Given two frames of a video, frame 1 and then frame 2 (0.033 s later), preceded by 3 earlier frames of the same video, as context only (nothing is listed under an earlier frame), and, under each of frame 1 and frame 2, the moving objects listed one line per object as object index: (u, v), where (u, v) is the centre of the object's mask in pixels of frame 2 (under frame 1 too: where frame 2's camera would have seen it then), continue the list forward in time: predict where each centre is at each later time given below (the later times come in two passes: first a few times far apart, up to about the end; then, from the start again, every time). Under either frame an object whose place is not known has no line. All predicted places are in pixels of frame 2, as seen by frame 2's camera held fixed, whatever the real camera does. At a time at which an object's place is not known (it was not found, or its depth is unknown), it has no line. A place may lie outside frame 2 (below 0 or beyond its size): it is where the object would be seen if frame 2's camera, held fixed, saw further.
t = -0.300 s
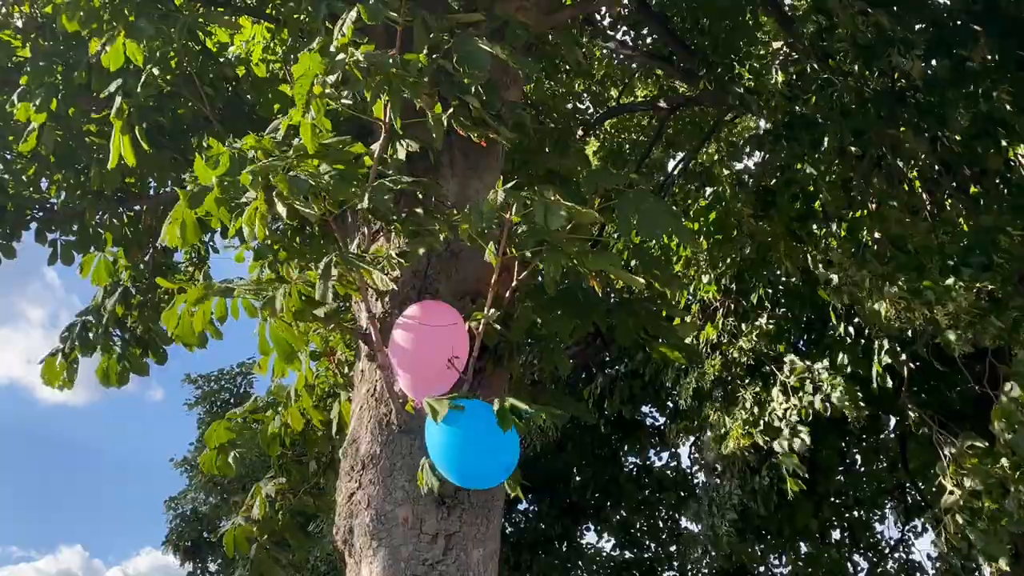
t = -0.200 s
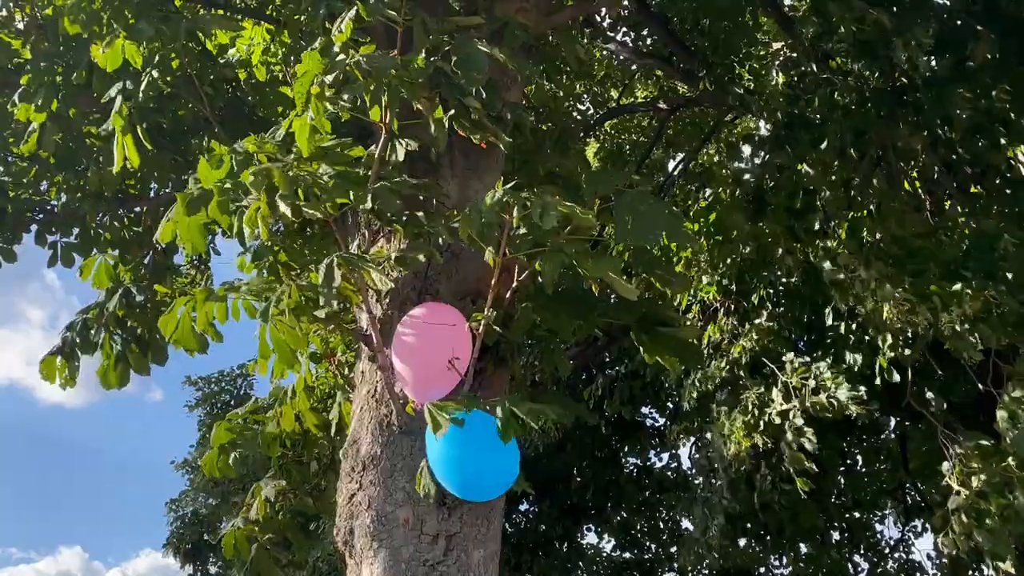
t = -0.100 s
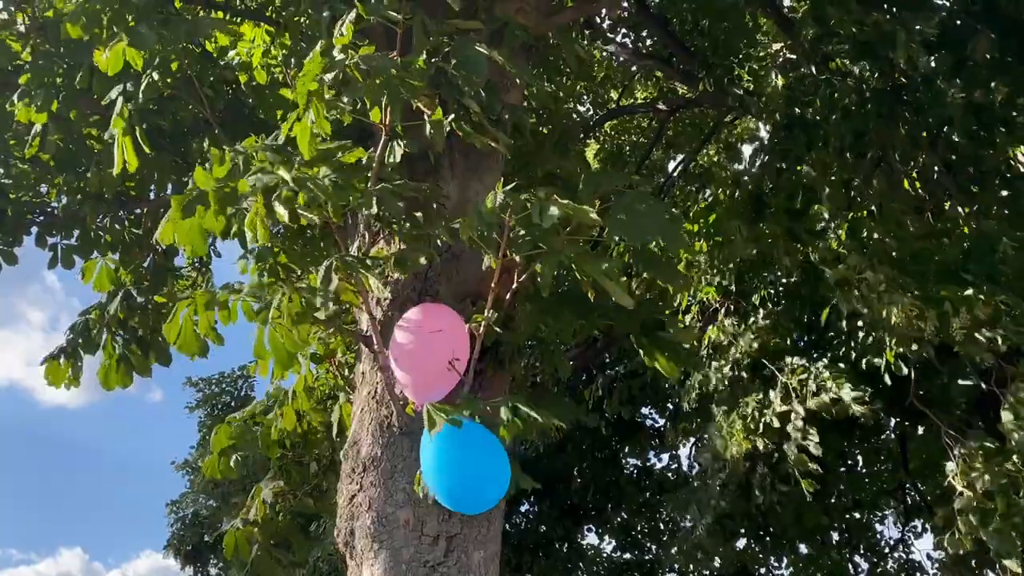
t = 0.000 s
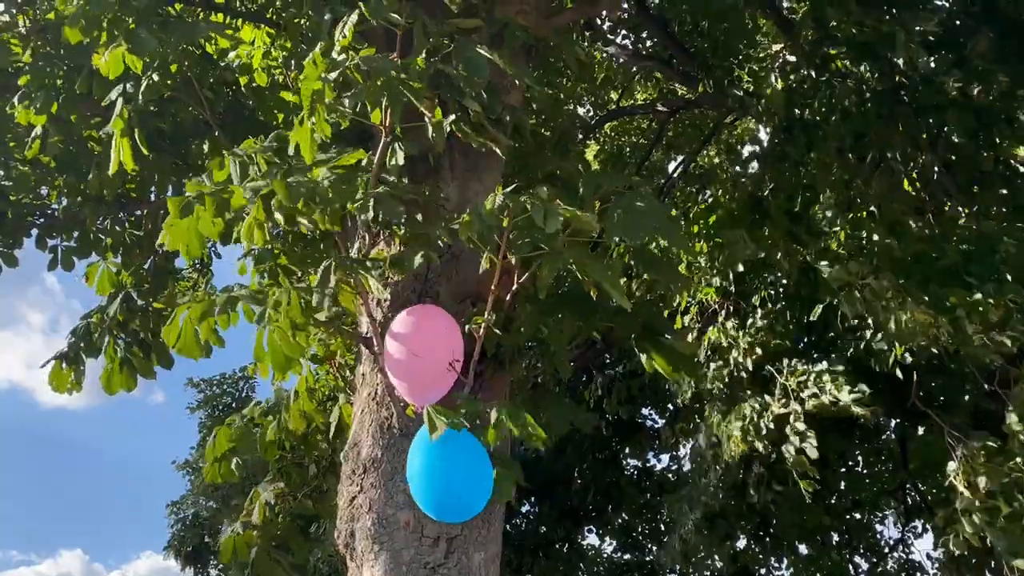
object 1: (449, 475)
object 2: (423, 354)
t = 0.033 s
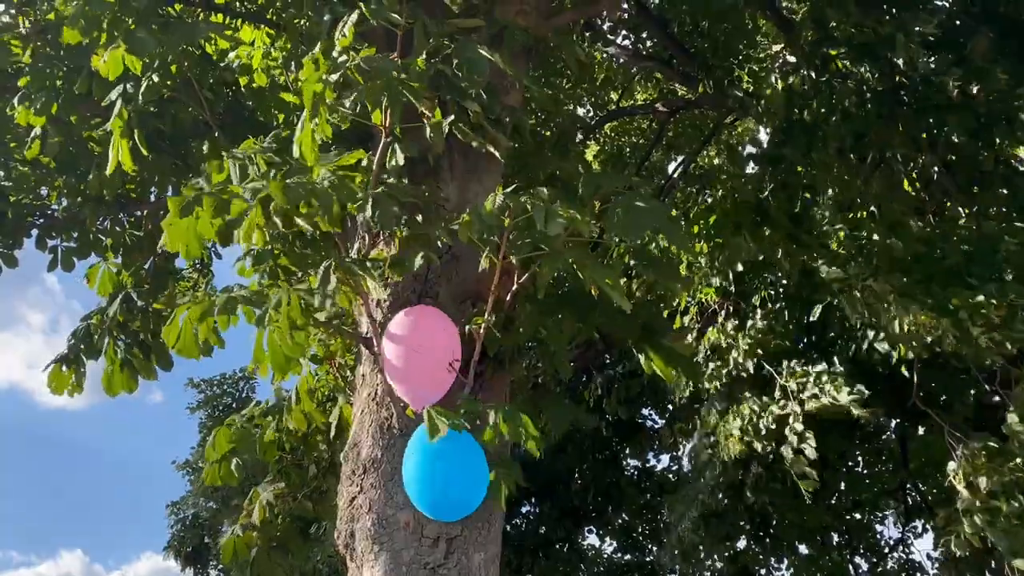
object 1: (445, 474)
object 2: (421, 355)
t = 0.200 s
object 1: (442, 457)
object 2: (413, 357)
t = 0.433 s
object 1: (467, 473)
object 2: (414, 356)
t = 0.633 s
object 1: (452, 466)
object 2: (425, 354)
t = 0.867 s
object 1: (462, 453)
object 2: (426, 353)
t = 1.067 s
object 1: (465, 471)
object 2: (426, 354)
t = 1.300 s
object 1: (444, 460)
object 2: (419, 354)
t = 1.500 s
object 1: (458, 457)
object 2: (421, 354)
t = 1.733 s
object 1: (445, 479)
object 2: (437, 356)
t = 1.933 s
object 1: (437, 444)
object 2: (431, 351)
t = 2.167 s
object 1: (467, 473)
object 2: (430, 354)
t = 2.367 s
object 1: (450, 469)
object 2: (429, 353)
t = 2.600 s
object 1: (473, 451)
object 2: (428, 353)
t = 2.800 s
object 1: (468, 465)
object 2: (430, 353)
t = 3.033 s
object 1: (472, 456)
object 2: (434, 354)
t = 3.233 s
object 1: (471, 460)
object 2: (437, 355)
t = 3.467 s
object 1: (472, 456)
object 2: (437, 355)
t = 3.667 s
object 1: (472, 459)
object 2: (438, 355)
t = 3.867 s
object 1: (472, 459)
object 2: (438, 355)
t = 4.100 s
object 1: (472, 460)
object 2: (439, 355)
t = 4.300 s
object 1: (472, 459)
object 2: (439, 355)
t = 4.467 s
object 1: (471, 459)
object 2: (439, 355)
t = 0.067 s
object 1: (442, 471)
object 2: (419, 355)
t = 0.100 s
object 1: (440, 467)
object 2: (417, 355)
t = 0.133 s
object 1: (440, 463)
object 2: (415, 356)
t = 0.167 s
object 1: (440, 459)
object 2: (413, 357)
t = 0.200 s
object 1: (442, 457)
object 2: (413, 357)
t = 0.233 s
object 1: (444, 457)
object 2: (413, 357)
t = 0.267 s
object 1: (447, 459)
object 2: (413, 357)
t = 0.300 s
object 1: (450, 463)
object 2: (414, 357)
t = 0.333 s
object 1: (455, 467)
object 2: (414, 357)
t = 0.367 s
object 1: (460, 470)
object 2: (415, 357)
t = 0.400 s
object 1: (465, 472)
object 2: (414, 356)
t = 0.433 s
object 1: (467, 473)
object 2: (414, 356)
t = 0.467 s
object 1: (466, 475)
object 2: (415, 357)
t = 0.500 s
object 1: (461, 475)
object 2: (417, 356)
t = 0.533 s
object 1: (457, 473)
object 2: (419, 354)
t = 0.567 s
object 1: (454, 472)
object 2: (421, 354)
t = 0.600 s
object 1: (453, 470)
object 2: (423, 355)
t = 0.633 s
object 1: (452, 466)
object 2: (425, 354)
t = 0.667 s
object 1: (451, 461)
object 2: (427, 353)
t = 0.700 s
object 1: (452, 456)
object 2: (428, 353)
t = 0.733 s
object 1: (452, 451)
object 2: (428, 353)
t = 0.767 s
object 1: (454, 448)
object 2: (427, 352)
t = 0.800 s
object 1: (455, 447)
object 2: (427, 352)
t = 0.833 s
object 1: (457, 449)
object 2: (426, 352)
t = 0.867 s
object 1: (462, 453)
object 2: (426, 353)
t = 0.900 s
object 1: (466, 458)
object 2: (426, 354)
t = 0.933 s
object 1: (472, 461)
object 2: (426, 354)
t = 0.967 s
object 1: (476, 464)
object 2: (427, 354)
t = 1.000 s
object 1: (477, 467)
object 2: (426, 354)
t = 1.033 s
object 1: (472, 470)
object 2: (426, 354)
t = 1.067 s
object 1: (465, 471)
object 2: (426, 354)
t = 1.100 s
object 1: (459, 472)
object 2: (426, 353)
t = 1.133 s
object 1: (453, 473)
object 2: (426, 354)
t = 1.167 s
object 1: (448, 474)
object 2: (425, 354)
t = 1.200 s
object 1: (444, 473)
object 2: (424, 353)
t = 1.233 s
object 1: (443, 471)
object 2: (423, 354)
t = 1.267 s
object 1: (443, 467)
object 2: (421, 354)
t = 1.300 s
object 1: (444, 460)
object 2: (419, 354)
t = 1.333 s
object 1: (446, 454)
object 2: (417, 355)
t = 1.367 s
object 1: (449, 450)
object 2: (415, 355)
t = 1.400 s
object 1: (451, 449)
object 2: (415, 355)
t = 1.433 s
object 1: (453, 450)
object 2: (416, 355)
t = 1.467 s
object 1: (455, 452)
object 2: (418, 354)
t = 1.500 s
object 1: (458, 457)
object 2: (421, 354)
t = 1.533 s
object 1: (461, 462)
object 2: (425, 353)
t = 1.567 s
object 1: (465, 468)
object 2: (428, 354)
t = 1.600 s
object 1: (467, 472)
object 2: (432, 354)
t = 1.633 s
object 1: (466, 477)
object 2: (435, 355)
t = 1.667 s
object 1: (459, 480)
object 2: (436, 356)
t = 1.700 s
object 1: (451, 480)
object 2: (437, 356)
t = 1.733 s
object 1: (445, 479)
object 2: (437, 356)
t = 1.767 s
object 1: (440, 477)
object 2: (437, 356)
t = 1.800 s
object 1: (435, 473)
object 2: (435, 356)
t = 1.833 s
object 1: (433, 467)
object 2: (435, 355)
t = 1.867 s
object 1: (433, 458)
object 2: (433, 354)
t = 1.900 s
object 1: (434, 450)
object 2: (432, 353)
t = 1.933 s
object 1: (437, 444)
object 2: (431, 351)
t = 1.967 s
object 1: (439, 441)
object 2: (431, 351)
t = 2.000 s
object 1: (443, 442)
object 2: (431, 351)
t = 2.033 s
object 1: (447, 447)
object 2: (432, 353)
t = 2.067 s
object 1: (452, 453)
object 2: (432, 354)
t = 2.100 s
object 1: (458, 462)
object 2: (431, 354)
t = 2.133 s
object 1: (463, 469)
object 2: (431, 355)
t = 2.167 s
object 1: (467, 473)
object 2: (430, 354)
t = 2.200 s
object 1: (468, 478)
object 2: (429, 355)
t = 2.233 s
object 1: (462, 480)
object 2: (428, 355)
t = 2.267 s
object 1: (454, 479)
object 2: (428, 354)
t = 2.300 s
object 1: (450, 476)
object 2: (428, 353)
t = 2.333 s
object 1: (449, 474)
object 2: (428, 353)
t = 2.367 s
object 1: (450, 469)
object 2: (429, 353)
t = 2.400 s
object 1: (454, 463)
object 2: (430, 353)
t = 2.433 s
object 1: (460, 457)
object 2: (431, 353)
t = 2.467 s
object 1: (465, 451)
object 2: (431, 353)
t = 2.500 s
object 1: (470, 447)
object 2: (431, 353)
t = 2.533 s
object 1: (473, 445)
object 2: (430, 352)
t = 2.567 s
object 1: (474, 447)
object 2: (429, 353)
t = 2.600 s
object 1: (473, 451)
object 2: (428, 353)
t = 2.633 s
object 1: (472, 456)
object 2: (428, 353)
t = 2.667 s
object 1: (472, 460)
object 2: (428, 353)
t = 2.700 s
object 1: (473, 463)
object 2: (428, 354)
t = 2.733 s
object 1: (472, 465)
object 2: (429, 354)
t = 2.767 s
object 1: (470, 465)
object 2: (430, 354)
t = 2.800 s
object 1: (468, 465)
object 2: (430, 353)
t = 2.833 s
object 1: (468, 464)
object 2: (430, 353)
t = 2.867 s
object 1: (469, 461)
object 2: (431, 353)
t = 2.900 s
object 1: (471, 458)
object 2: (431, 353)
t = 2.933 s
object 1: (472, 455)
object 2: (431, 353)
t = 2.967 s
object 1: (474, 454)
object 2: (431, 353)
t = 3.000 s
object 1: (474, 454)
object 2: (432, 354)
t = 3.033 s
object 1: (472, 456)
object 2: (434, 354)
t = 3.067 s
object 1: (472, 458)
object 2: (436, 354)
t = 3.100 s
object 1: (472, 460)
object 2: (439, 356)
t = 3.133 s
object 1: (472, 461)
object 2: (438, 356)
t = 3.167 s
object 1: (472, 461)
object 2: (439, 356)
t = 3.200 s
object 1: (471, 461)
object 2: (437, 355)
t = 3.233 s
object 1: (471, 460)
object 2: (437, 355)
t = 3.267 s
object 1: (471, 459)
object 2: (437, 355)
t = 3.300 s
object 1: (472, 458)
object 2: (437, 355)
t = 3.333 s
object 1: (472, 457)
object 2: (437, 355)
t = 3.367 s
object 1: (473, 457)
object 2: (437, 354)
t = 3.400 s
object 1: (472, 456)
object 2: (437, 355)
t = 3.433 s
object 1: (473, 456)
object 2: (437, 355)
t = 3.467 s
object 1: (472, 456)
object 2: (437, 355)
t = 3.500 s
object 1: (473, 456)
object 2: (438, 355)
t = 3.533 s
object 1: (473, 456)
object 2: (438, 355)
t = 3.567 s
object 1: (472, 457)
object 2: (438, 355)
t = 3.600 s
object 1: (472, 458)
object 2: (438, 355)
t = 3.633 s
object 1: (472, 458)
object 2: (438, 355)
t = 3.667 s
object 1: (472, 459)
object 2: (438, 355)
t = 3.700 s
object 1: (473, 459)
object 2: (437, 355)
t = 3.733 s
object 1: (473, 459)
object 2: (438, 355)
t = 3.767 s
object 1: (473, 459)
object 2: (438, 355)
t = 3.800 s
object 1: (472, 459)
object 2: (438, 355)
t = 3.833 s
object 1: (472, 459)
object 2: (438, 355)
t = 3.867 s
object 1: (472, 459)
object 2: (438, 355)
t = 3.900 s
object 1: (473, 459)
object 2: (439, 355)
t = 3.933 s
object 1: (472, 459)
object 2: (438, 355)
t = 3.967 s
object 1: (472, 460)
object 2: (439, 355)
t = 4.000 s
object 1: (472, 460)
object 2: (439, 355)
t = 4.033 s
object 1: (472, 460)
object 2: (439, 355)
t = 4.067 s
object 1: (472, 460)
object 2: (439, 355)
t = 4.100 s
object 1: (472, 460)
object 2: (439, 355)
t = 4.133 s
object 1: (472, 460)
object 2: (439, 355)
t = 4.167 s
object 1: (472, 461)
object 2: (439, 355)
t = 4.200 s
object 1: (472, 461)
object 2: (439, 355)
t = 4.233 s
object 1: (473, 461)
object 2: (439, 355)
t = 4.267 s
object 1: (472, 460)
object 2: (439, 355)
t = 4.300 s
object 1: (472, 459)
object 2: (439, 355)
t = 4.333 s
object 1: (472, 457)
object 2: (438, 355)
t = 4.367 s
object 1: (472, 456)
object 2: (439, 354)
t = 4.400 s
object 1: (472, 457)
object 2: (439, 355)
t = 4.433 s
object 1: (472, 457)
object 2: (439, 355)
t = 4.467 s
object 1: (471, 459)
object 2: (439, 355)
